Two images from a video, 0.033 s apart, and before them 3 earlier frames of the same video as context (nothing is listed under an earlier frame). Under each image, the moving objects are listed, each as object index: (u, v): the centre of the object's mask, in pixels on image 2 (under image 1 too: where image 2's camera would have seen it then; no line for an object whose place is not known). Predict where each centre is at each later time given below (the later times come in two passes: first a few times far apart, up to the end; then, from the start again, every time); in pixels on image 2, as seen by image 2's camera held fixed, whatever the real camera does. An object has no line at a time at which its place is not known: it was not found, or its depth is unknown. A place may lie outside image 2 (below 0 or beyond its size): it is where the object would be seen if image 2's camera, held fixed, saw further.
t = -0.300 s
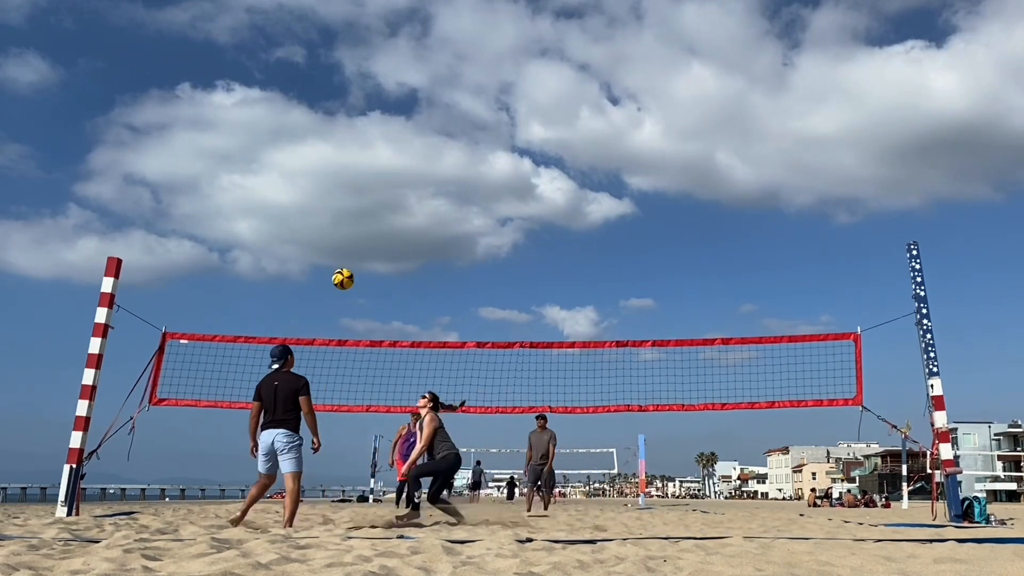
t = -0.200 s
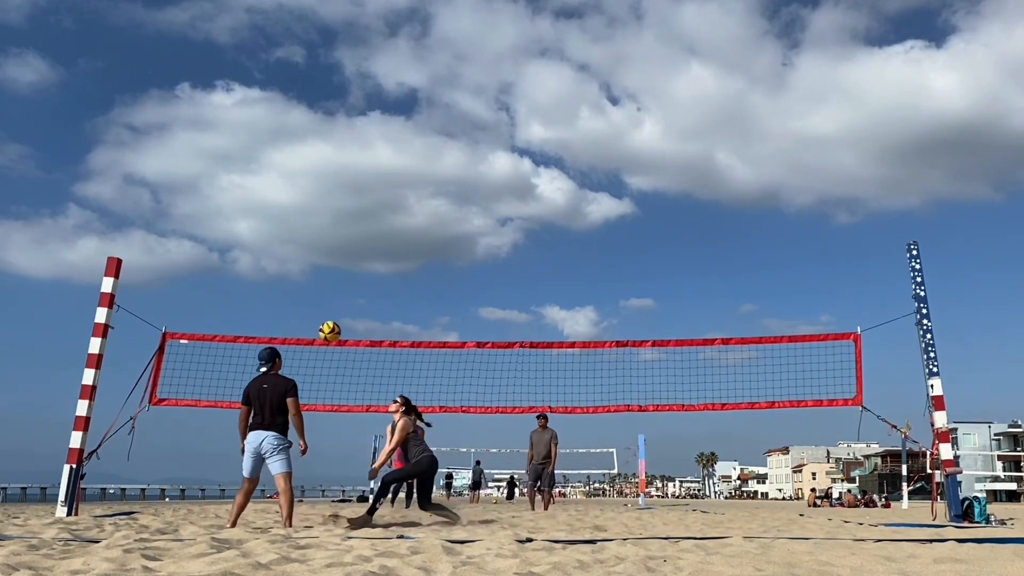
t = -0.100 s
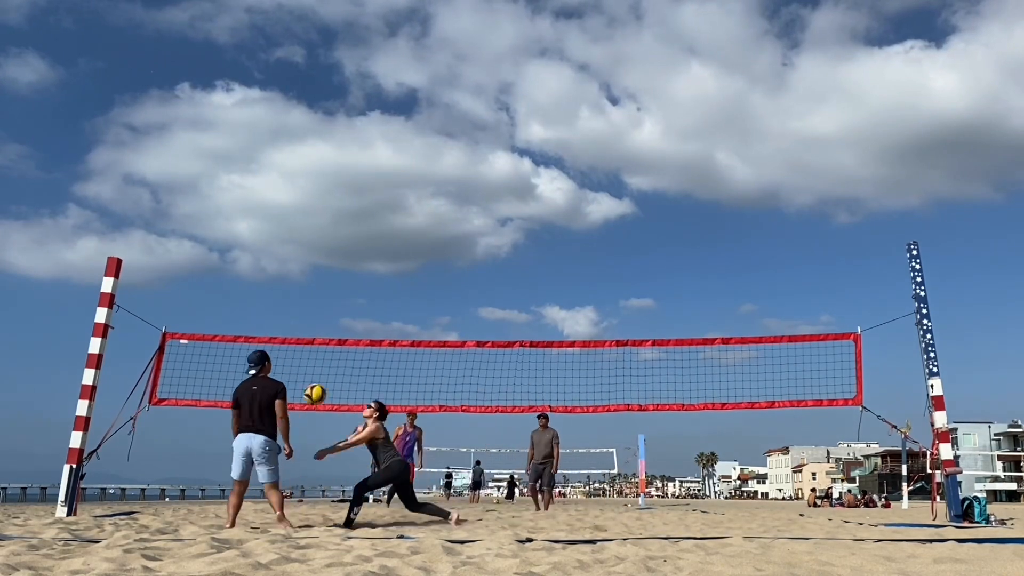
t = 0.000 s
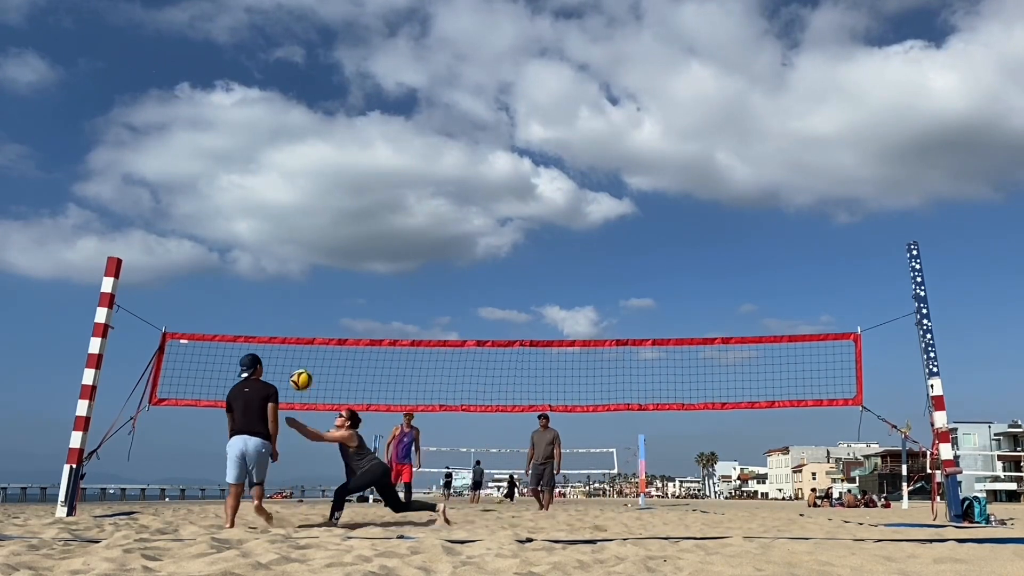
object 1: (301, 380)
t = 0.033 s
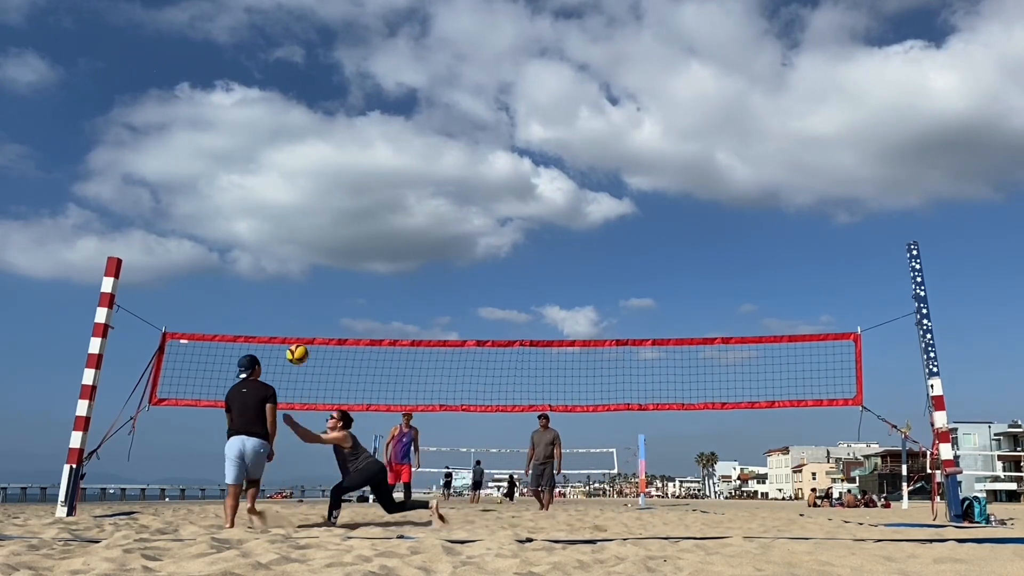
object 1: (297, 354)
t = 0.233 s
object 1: (271, 229)
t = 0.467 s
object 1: (238, 141)
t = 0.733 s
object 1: (198, 103)
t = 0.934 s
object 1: (166, 110)
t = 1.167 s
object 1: (126, 157)
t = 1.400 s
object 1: (80, 241)
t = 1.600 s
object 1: (35, 343)
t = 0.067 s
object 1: (294, 329)
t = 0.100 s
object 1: (289, 307)
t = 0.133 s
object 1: (285, 285)
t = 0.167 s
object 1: (281, 266)
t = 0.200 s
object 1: (276, 247)
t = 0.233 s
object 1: (271, 229)
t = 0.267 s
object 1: (267, 213)
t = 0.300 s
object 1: (262, 199)
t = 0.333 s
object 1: (257, 185)
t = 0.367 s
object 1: (253, 172)
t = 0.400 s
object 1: (248, 161)
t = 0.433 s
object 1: (243, 151)
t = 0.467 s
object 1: (238, 141)
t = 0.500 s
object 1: (233, 133)
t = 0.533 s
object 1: (228, 126)
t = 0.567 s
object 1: (223, 120)
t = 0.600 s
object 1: (218, 114)
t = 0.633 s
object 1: (213, 110)
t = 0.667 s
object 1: (208, 107)
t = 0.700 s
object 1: (203, 104)
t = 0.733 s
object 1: (198, 103)
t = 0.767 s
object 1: (193, 102)
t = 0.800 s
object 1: (188, 102)
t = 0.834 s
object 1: (182, 103)
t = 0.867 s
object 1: (177, 104)
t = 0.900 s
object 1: (172, 107)
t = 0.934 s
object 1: (166, 110)
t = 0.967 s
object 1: (161, 115)
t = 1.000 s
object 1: (155, 120)
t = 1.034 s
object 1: (150, 125)
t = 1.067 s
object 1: (144, 132)
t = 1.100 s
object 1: (138, 140)
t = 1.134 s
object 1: (132, 148)
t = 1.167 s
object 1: (126, 157)
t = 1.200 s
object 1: (120, 167)
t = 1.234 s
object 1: (114, 177)
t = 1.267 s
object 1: (107, 189)
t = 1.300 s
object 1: (100, 201)
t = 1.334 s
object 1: (94, 213)
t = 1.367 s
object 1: (87, 227)
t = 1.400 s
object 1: (80, 241)
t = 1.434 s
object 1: (73, 256)
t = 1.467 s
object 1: (66, 272)
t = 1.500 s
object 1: (59, 289)
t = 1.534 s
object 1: (51, 307)
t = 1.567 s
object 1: (44, 325)
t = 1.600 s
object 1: (35, 343)
